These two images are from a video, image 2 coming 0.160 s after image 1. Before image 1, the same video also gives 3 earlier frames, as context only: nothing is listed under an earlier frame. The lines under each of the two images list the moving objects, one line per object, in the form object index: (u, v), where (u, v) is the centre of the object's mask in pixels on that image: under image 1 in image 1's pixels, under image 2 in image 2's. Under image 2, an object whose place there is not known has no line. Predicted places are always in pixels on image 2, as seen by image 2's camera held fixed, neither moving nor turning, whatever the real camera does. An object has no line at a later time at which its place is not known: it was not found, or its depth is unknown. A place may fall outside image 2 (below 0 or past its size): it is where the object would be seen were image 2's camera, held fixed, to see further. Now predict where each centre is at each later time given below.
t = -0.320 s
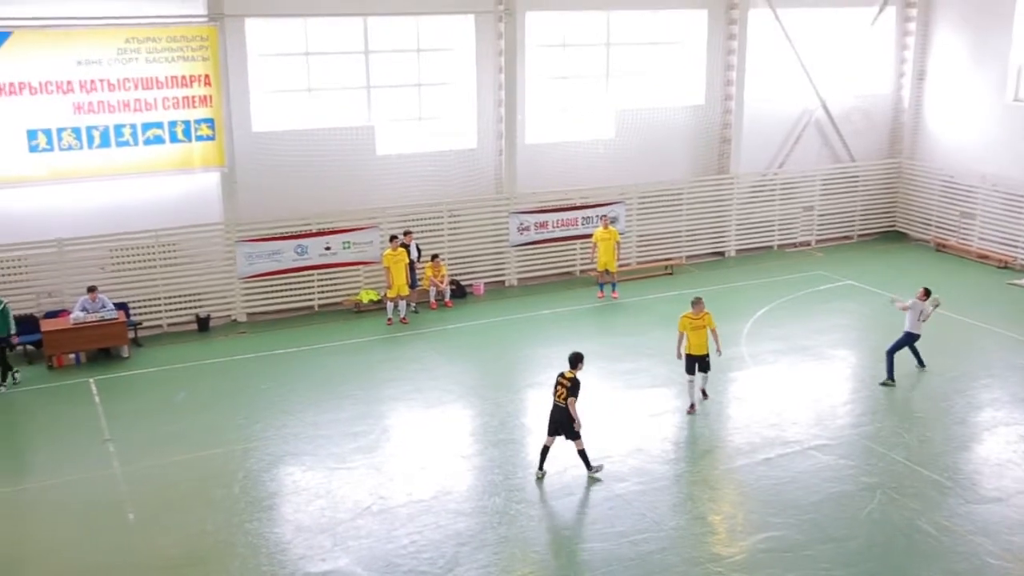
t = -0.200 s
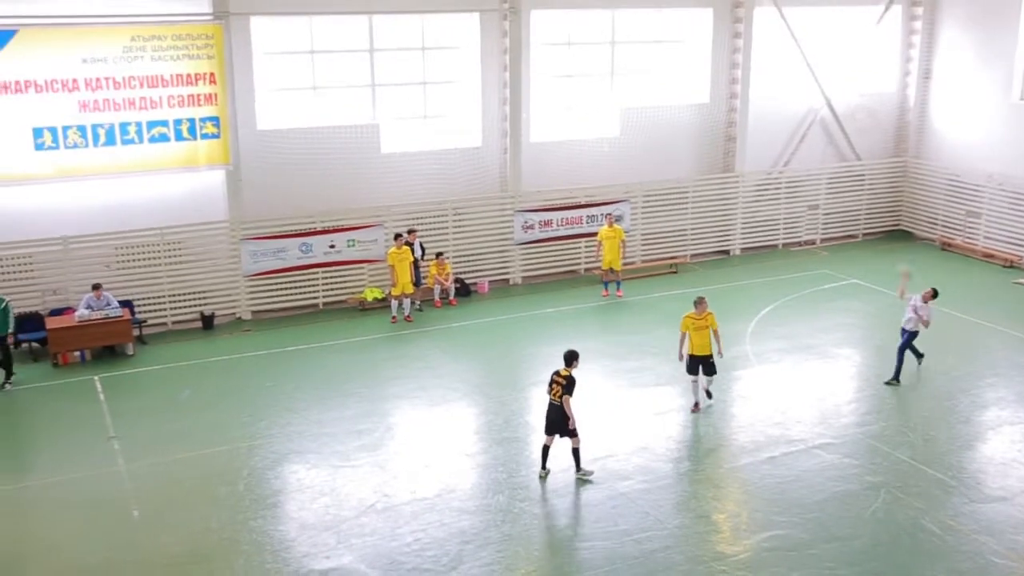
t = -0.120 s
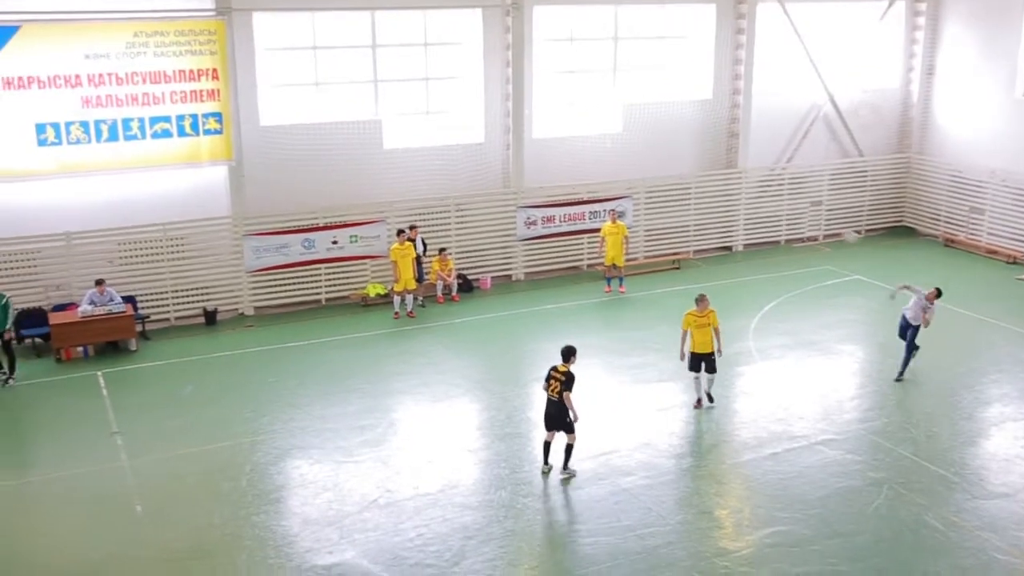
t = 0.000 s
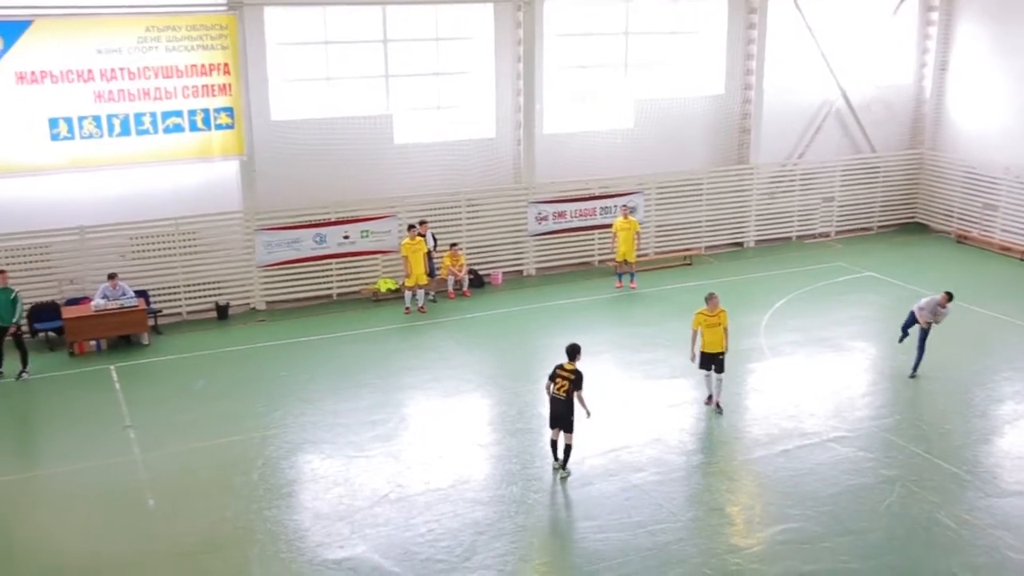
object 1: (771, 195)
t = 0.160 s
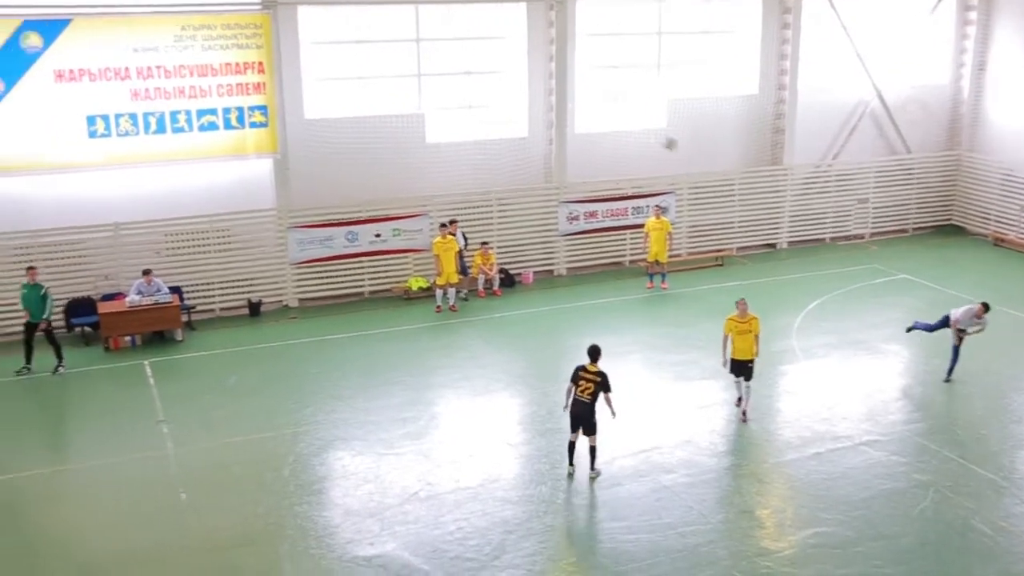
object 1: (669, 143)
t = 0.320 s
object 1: (525, 103)
